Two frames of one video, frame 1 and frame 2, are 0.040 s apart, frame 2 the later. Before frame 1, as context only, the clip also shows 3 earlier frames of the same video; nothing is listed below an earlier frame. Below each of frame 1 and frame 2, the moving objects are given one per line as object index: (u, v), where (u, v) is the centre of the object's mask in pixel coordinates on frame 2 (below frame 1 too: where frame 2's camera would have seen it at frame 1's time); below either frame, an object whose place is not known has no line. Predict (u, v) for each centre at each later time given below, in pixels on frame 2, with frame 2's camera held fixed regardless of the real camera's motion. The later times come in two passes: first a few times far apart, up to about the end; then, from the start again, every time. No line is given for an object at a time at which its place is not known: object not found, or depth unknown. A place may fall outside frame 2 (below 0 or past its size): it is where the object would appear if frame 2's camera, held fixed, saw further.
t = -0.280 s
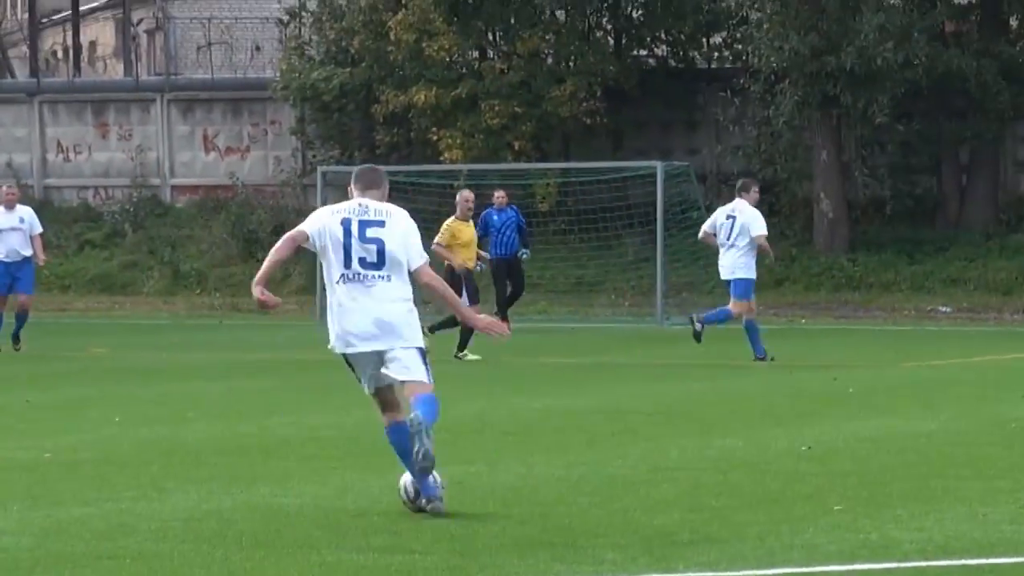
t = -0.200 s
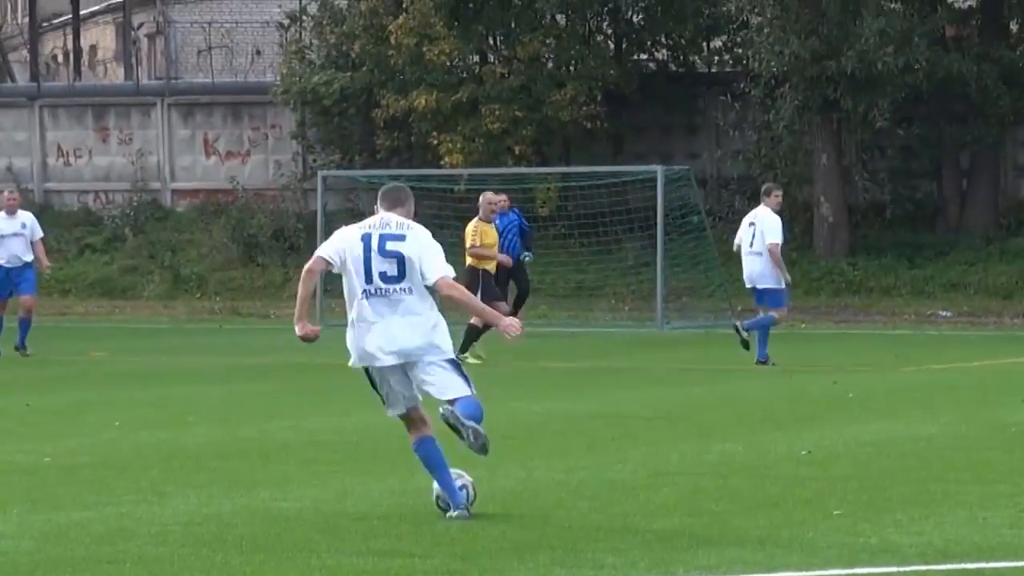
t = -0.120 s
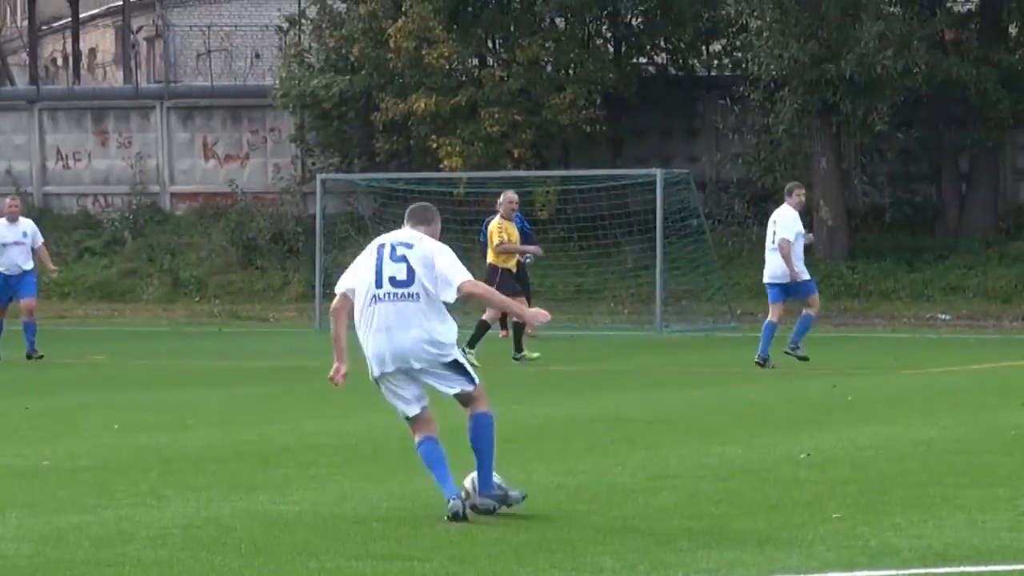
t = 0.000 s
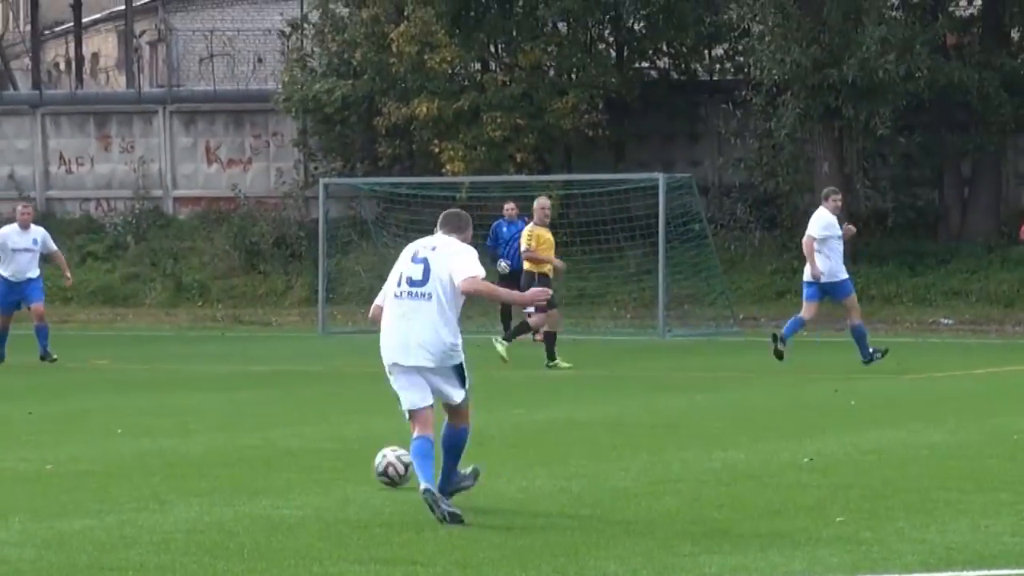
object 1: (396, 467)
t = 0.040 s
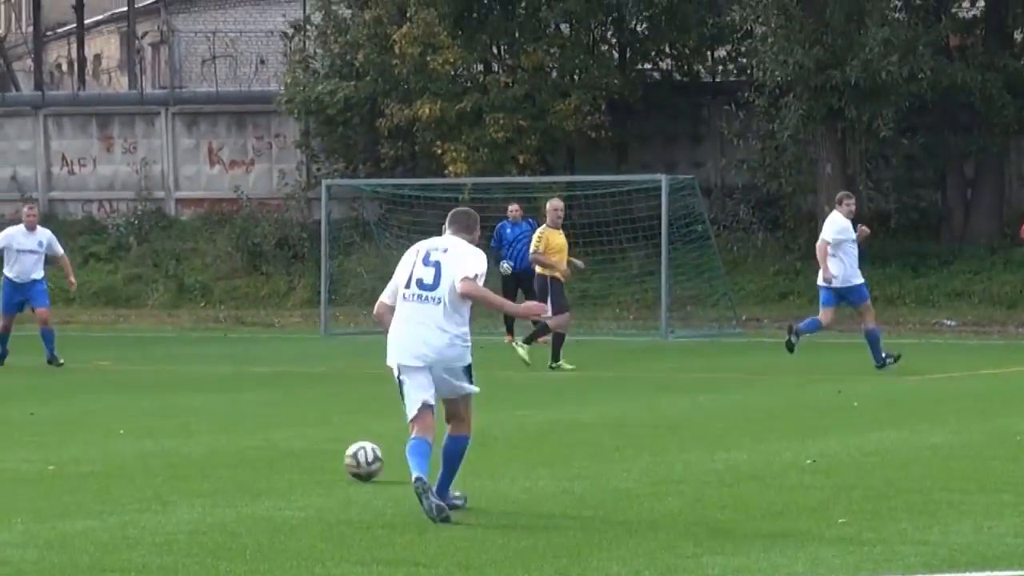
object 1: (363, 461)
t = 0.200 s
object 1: (252, 435)
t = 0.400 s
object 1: (142, 416)
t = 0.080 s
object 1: (332, 456)
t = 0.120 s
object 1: (304, 448)
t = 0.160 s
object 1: (278, 440)
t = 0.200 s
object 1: (252, 435)
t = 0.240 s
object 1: (227, 433)
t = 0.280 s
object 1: (204, 427)
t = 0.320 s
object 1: (183, 420)
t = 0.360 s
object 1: (162, 418)
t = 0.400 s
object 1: (142, 416)
